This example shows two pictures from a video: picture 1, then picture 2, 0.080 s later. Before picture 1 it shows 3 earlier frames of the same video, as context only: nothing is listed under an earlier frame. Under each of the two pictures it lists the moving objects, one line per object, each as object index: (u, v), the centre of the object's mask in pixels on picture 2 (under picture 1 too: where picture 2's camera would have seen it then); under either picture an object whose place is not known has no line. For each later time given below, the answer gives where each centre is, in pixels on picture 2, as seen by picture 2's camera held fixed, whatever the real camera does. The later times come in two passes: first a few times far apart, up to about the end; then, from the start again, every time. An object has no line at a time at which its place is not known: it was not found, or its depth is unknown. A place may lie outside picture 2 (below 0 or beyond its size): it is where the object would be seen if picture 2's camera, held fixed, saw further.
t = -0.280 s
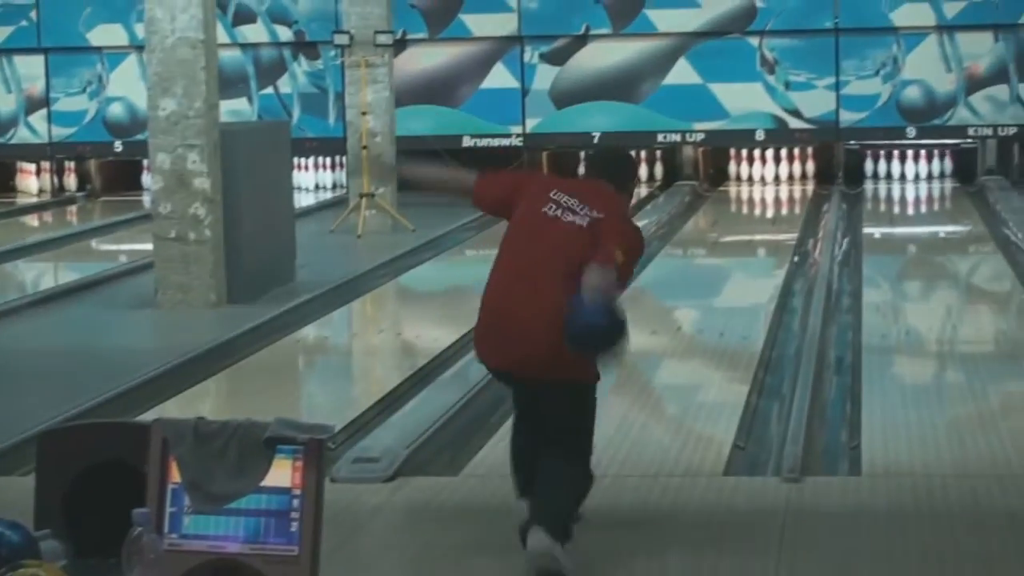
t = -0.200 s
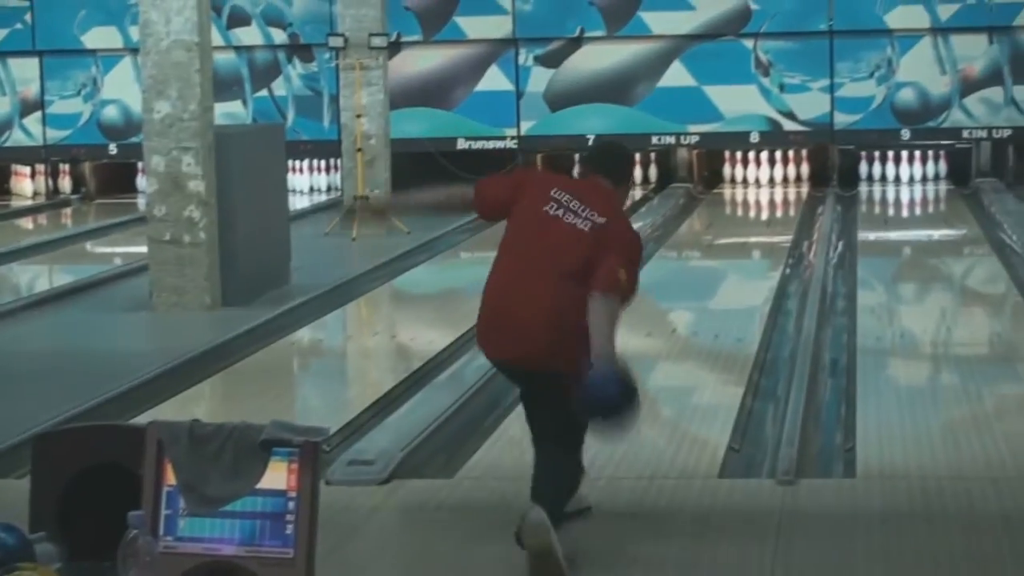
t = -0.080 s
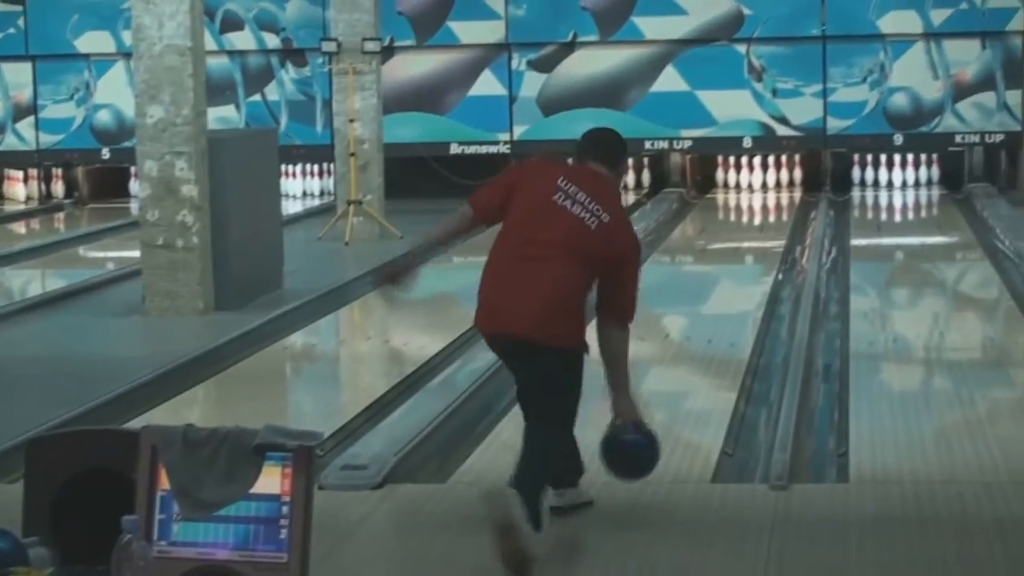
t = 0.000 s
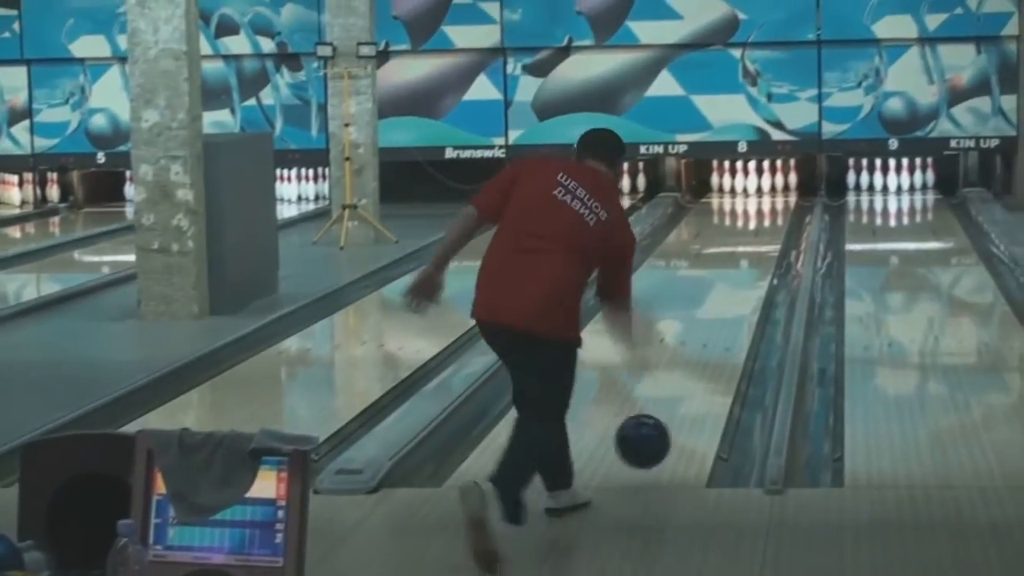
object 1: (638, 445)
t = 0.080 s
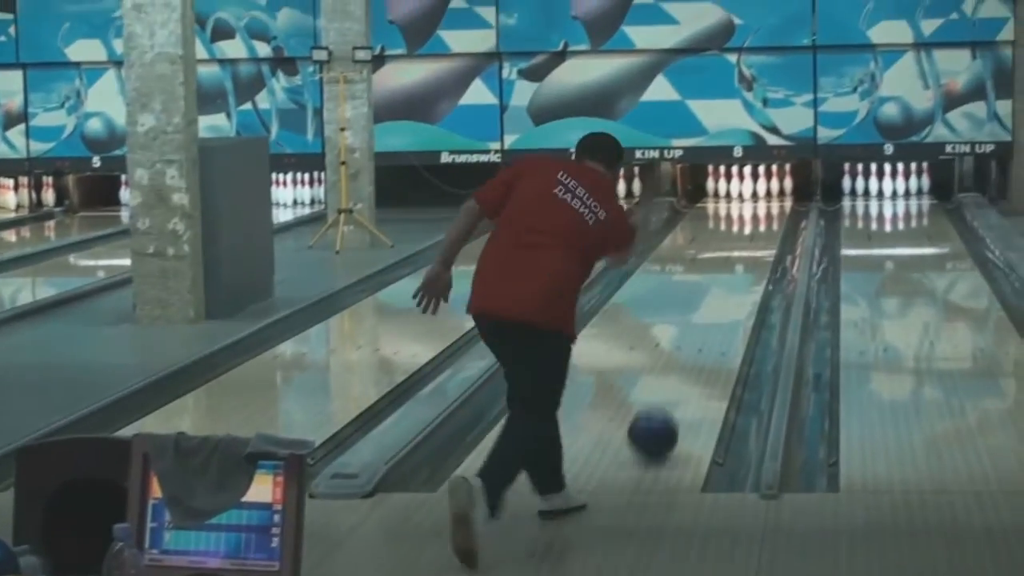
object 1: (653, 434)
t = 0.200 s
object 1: (670, 399)
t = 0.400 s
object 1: (692, 350)
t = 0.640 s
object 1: (712, 306)
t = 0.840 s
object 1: (724, 279)
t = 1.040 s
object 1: (735, 256)
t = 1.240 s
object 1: (743, 239)
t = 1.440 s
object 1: (750, 223)
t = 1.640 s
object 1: (755, 211)
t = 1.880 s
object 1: (761, 198)
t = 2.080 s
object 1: (764, 190)
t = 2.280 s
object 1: (766, 188)
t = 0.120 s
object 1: (659, 420)
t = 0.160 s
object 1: (665, 410)
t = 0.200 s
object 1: (670, 399)
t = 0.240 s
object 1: (675, 387)
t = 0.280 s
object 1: (680, 377)
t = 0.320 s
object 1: (684, 367)
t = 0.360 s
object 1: (688, 358)
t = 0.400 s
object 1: (692, 350)
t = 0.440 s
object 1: (696, 341)
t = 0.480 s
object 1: (699, 334)
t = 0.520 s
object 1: (703, 326)
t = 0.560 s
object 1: (706, 319)
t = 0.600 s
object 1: (709, 312)
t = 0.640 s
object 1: (712, 306)
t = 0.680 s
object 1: (714, 300)
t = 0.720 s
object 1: (717, 294)
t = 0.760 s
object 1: (720, 289)
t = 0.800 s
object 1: (722, 284)
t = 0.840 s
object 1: (724, 279)
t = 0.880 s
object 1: (726, 274)
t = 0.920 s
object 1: (729, 269)
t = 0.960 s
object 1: (731, 265)
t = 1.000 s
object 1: (733, 260)
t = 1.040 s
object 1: (735, 256)
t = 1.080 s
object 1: (736, 253)
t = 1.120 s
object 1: (738, 249)
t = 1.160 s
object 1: (740, 246)
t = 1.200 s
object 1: (741, 242)
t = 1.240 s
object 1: (743, 239)
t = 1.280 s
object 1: (744, 235)
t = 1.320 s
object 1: (746, 232)
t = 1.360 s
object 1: (747, 229)
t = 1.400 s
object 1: (748, 226)
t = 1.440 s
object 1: (750, 223)
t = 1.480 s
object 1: (750, 220)
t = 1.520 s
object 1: (752, 218)
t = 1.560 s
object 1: (753, 216)
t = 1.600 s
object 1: (754, 213)
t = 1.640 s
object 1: (755, 211)
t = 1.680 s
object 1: (756, 208)
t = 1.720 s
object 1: (757, 206)
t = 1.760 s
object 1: (758, 204)
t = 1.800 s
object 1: (760, 202)
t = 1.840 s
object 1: (760, 201)
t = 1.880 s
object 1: (761, 198)
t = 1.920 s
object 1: (761, 196)
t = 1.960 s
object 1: (762, 195)
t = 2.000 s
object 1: (762, 193)
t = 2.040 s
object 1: (763, 191)
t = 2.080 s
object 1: (764, 190)
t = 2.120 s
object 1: (766, 189)
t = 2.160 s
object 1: (768, 188)
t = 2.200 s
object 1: (767, 187)
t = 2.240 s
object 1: (767, 187)
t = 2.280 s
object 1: (766, 188)
